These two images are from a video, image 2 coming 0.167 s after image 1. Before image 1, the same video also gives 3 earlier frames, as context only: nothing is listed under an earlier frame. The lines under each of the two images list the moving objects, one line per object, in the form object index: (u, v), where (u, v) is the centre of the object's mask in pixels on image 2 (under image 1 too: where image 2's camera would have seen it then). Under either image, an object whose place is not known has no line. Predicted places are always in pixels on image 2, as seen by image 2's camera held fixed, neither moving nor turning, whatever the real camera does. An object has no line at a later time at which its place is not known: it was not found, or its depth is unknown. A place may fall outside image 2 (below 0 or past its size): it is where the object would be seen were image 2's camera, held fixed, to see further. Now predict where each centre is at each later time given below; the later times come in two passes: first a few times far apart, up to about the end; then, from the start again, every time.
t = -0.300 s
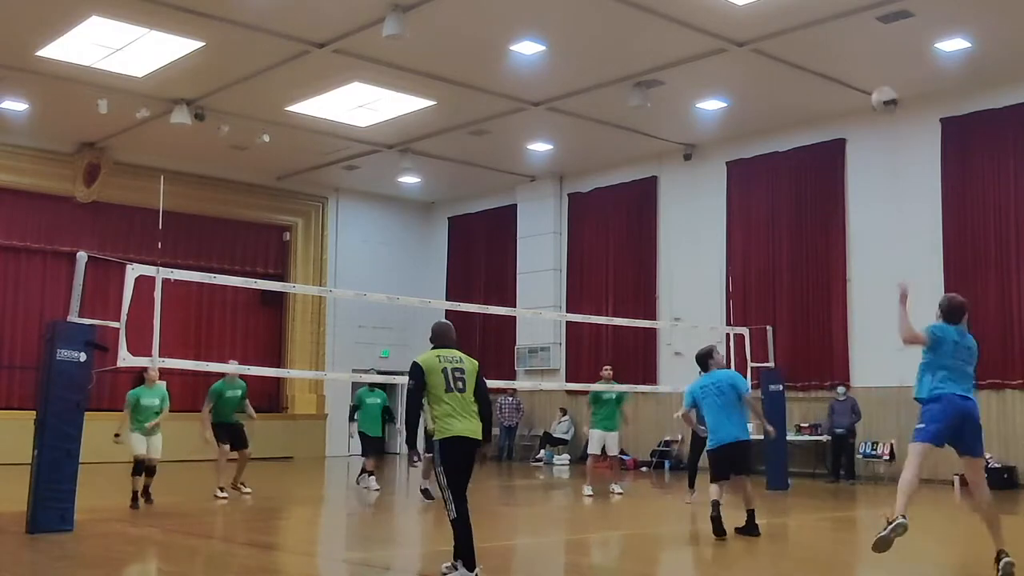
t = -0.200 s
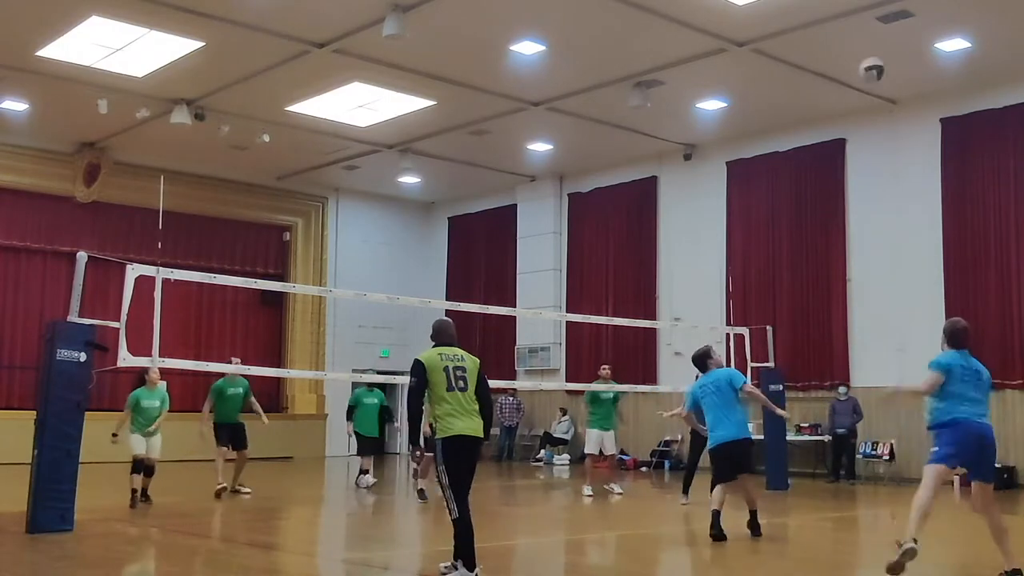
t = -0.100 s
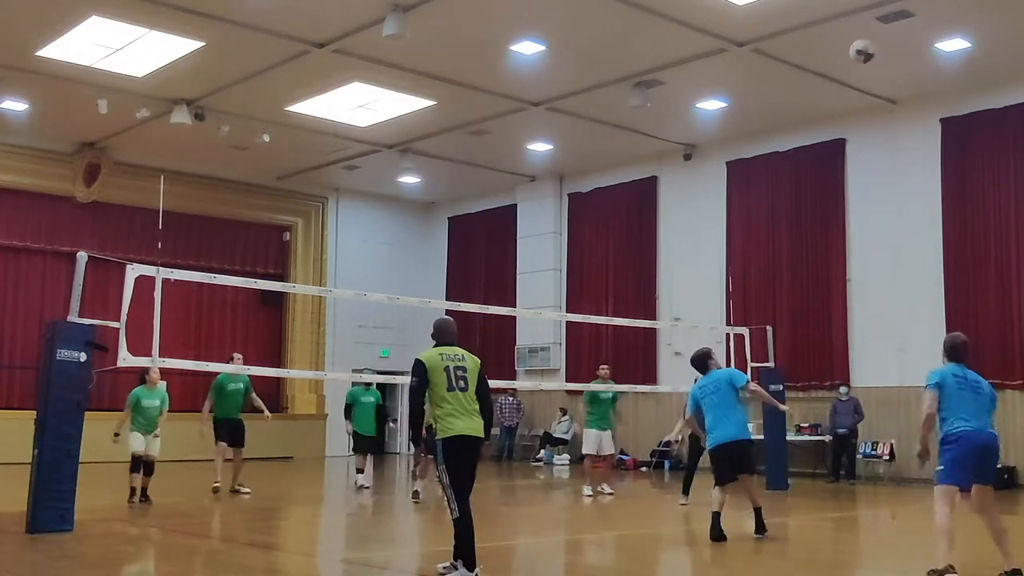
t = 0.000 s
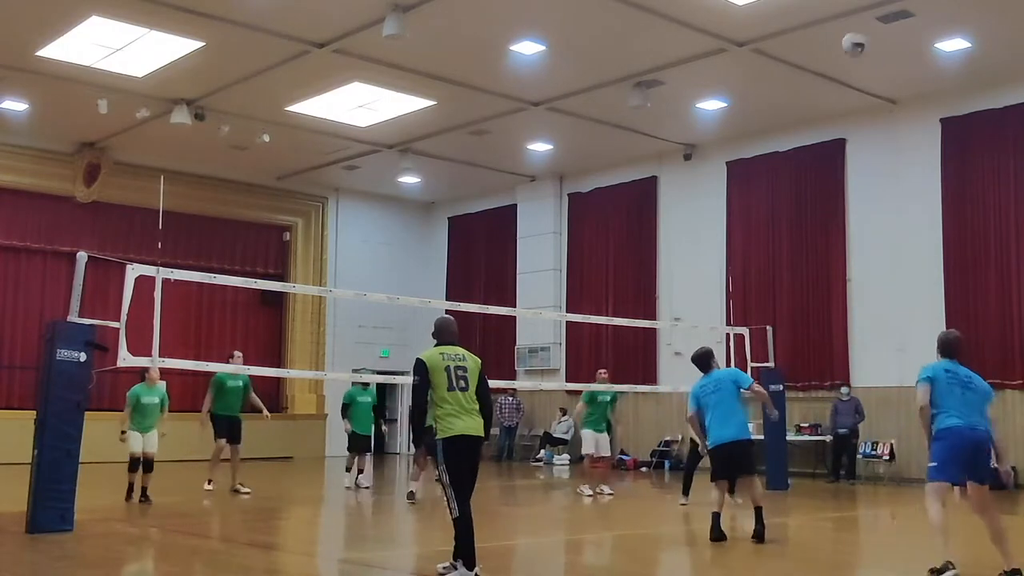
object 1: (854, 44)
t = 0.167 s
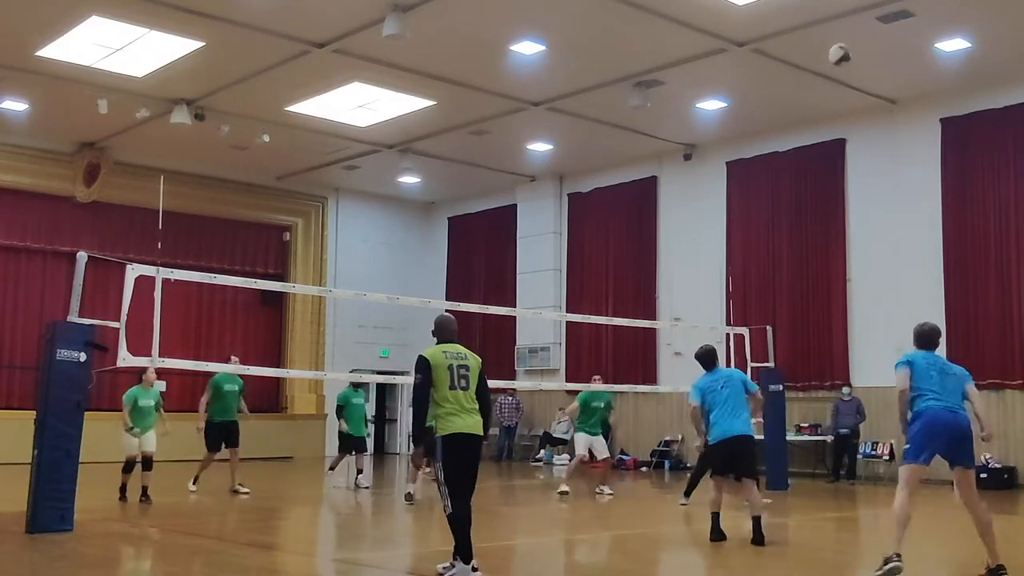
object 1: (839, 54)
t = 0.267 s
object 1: (832, 73)
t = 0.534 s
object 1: (817, 161)
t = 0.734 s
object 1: (808, 259)
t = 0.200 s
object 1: (837, 59)
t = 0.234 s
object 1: (834, 66)
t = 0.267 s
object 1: (832, 73)
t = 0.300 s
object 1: (832, 80)
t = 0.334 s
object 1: (829, 89)
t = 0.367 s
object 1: (826, 99)
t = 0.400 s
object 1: (825, 108)
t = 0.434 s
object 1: (822, 120)
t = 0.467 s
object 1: (821, 133)
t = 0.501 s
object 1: (819, 147)
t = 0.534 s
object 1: (817, 161)
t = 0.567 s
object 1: (816, 175)
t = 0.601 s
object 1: (814, 190)
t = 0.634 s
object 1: (813, 207)
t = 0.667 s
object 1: (811, 223)
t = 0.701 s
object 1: (809, 241)
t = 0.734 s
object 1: (808, 259)
